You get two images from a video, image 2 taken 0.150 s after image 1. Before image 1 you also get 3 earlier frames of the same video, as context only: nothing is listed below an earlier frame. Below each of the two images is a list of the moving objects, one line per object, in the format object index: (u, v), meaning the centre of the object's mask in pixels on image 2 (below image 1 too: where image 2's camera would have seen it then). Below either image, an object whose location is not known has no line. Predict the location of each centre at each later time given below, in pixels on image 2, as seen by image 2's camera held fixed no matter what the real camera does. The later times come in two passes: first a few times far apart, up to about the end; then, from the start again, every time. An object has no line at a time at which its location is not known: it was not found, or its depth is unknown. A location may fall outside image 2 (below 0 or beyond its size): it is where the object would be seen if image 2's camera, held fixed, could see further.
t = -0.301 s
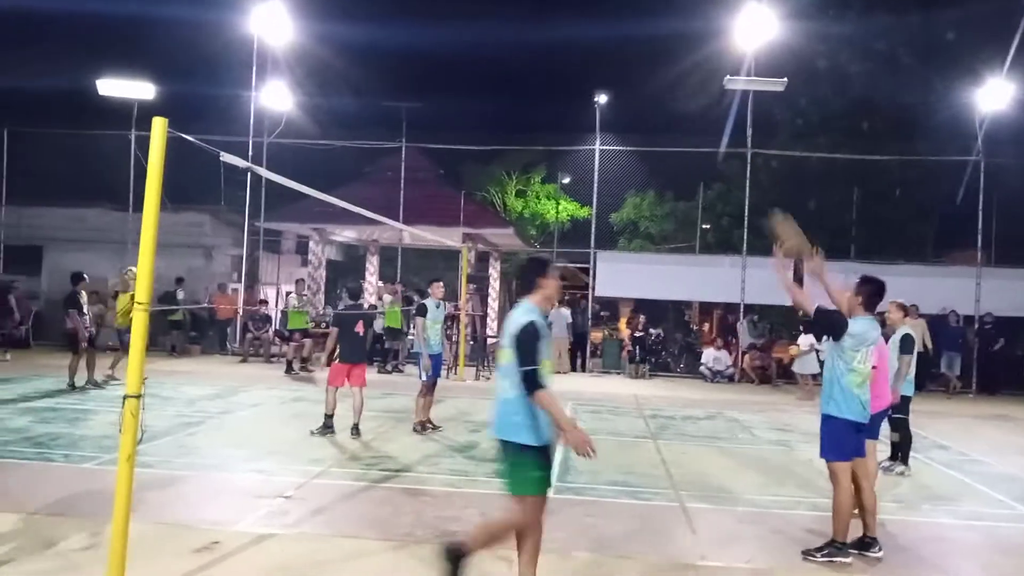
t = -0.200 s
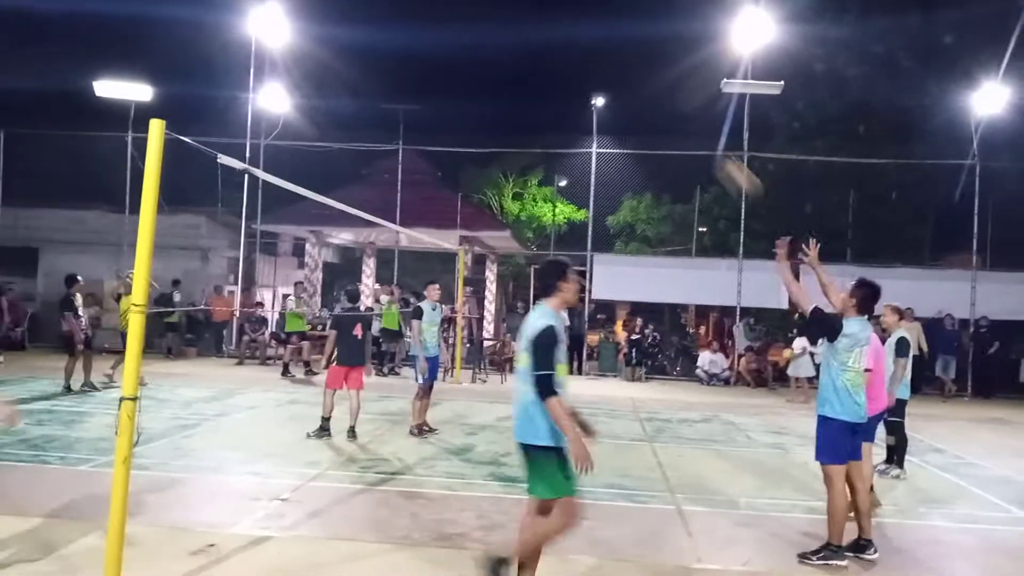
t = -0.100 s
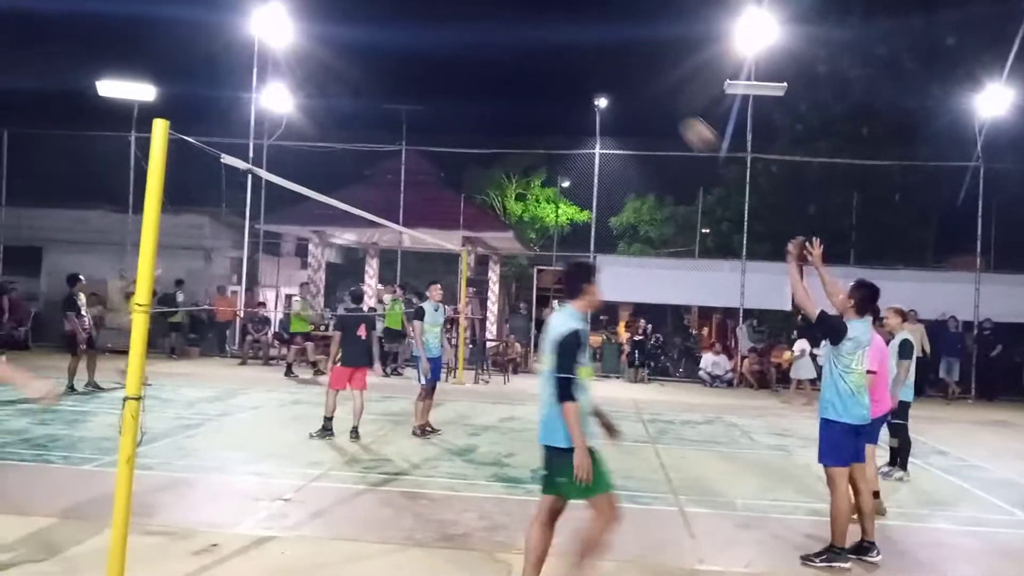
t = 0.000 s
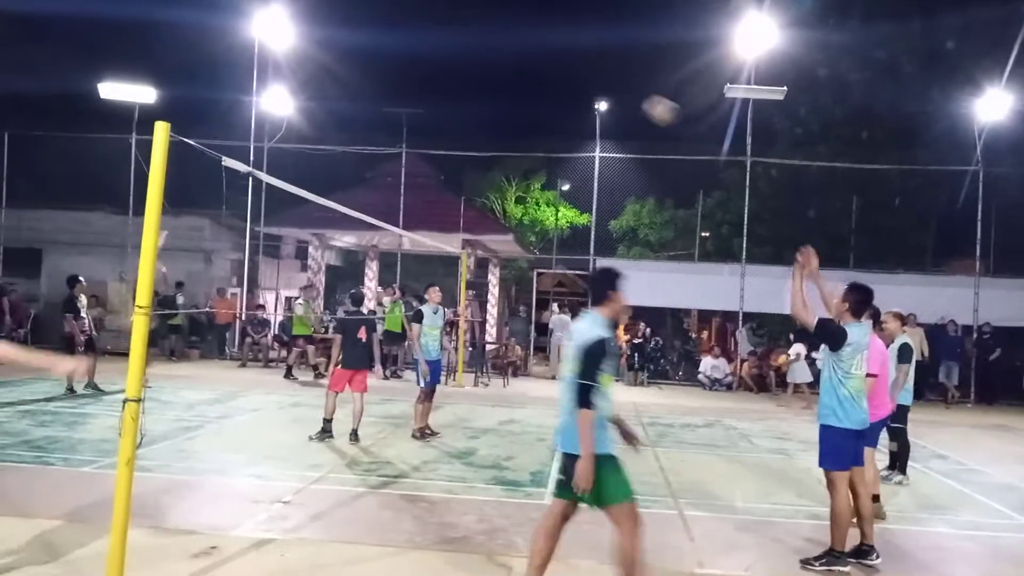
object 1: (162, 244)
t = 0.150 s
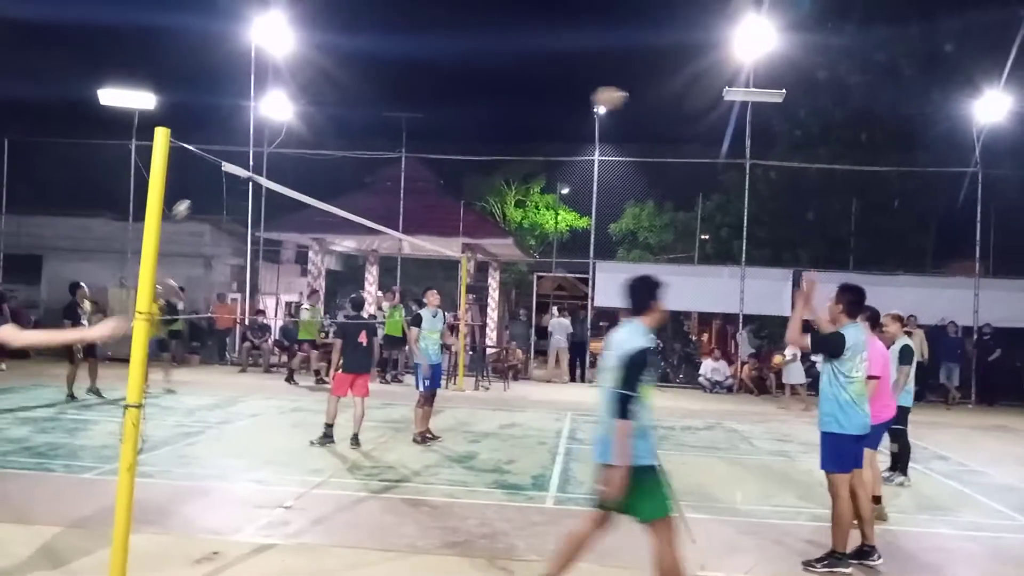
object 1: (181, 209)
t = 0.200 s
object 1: (189, 199)
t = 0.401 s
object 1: (220, 175)
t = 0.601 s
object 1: (250, 178)
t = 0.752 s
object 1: (277, 204)
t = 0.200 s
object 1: (189, 199)
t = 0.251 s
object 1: (196, 191)
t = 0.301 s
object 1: (204, 184)
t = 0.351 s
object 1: (212, 179)
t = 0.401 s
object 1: (220, 175)
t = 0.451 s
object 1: (225, 174)
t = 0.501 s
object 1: (231, 174)
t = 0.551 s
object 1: (243, 177)
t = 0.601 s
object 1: (250, 178)
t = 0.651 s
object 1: (259, 189)
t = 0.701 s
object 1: (268, 195)
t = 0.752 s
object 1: (277, 204)
